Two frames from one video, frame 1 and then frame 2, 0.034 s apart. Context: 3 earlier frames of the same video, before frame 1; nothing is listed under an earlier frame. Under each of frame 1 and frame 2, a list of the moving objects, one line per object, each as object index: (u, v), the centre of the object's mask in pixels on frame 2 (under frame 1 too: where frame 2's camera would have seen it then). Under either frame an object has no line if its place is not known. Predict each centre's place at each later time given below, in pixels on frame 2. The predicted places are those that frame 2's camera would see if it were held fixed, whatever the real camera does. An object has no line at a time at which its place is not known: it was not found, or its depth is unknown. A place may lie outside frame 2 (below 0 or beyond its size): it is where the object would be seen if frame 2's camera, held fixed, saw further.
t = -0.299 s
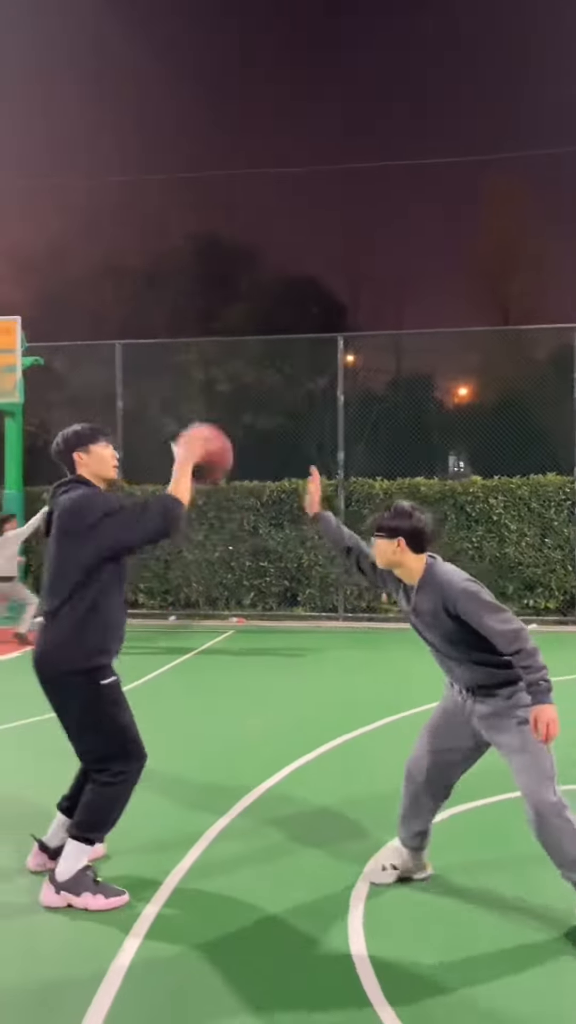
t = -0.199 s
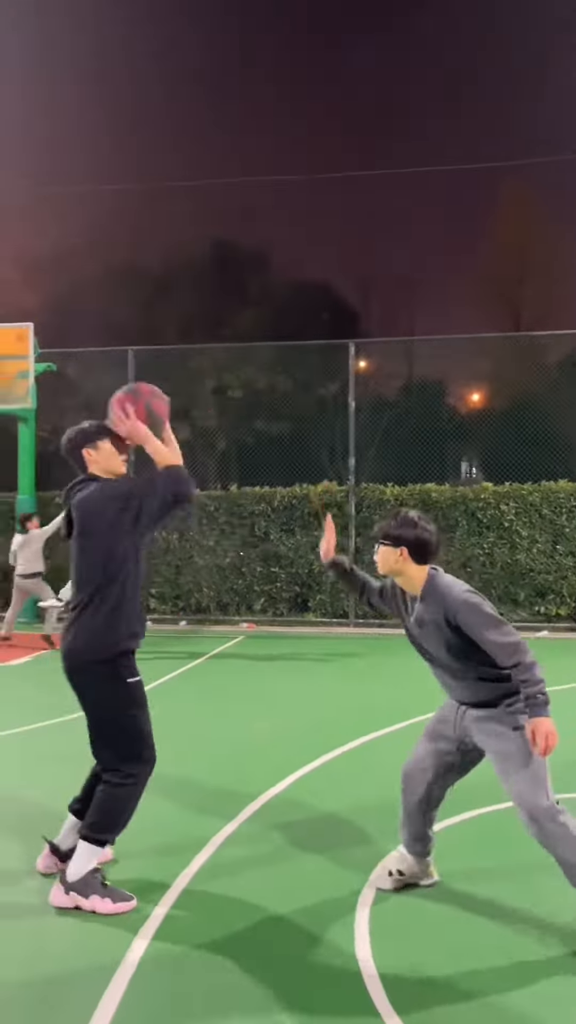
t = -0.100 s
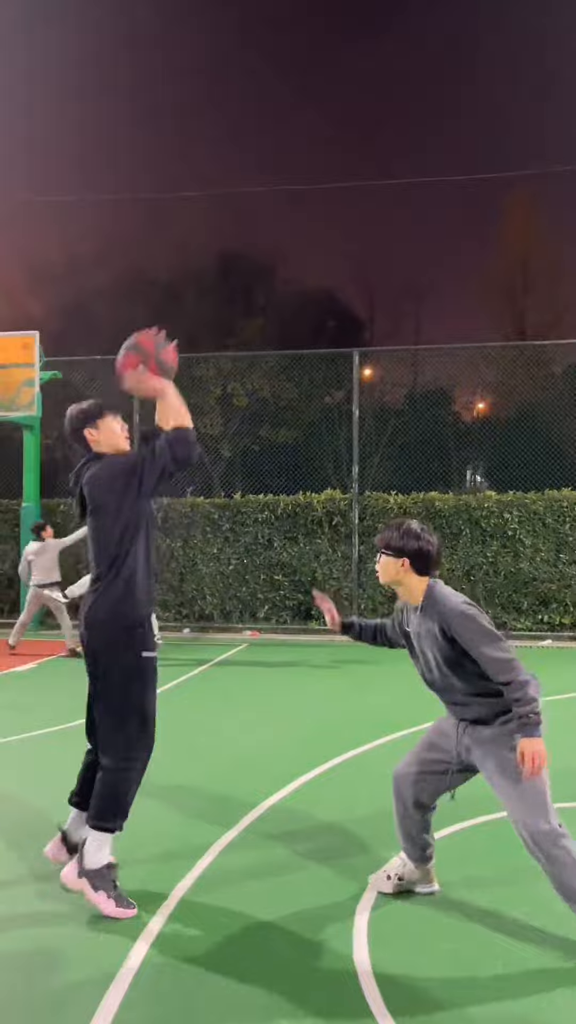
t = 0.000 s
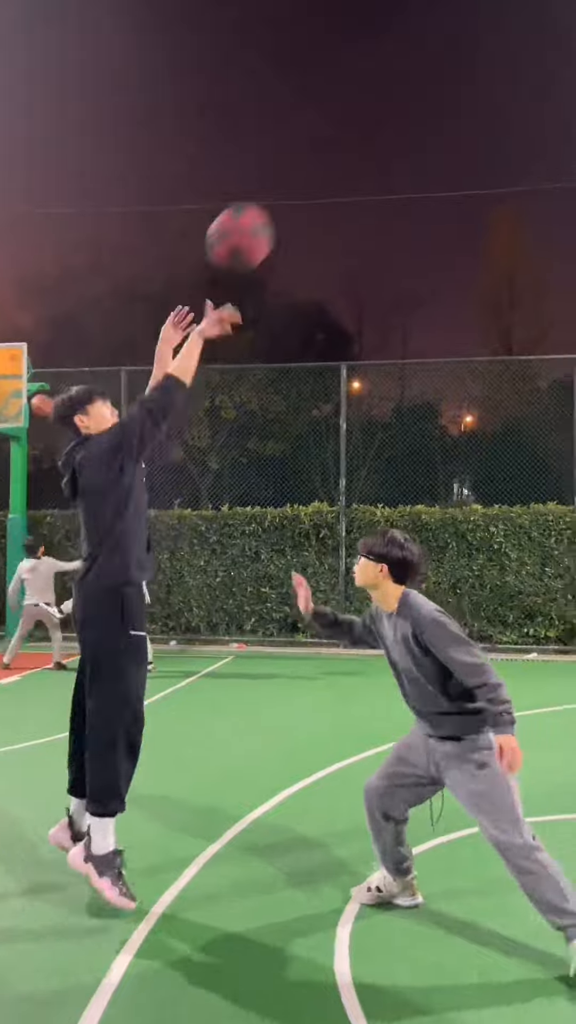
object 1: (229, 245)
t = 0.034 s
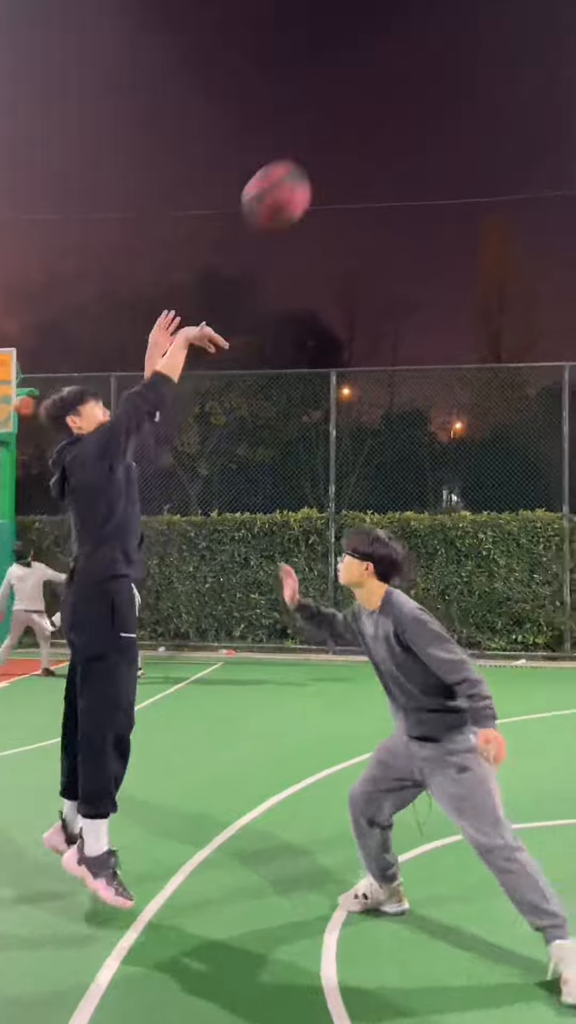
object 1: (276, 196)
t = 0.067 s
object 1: (324, 149)
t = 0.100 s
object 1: (373, 102)
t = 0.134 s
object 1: (420, 62)
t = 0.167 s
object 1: (468, 24)
